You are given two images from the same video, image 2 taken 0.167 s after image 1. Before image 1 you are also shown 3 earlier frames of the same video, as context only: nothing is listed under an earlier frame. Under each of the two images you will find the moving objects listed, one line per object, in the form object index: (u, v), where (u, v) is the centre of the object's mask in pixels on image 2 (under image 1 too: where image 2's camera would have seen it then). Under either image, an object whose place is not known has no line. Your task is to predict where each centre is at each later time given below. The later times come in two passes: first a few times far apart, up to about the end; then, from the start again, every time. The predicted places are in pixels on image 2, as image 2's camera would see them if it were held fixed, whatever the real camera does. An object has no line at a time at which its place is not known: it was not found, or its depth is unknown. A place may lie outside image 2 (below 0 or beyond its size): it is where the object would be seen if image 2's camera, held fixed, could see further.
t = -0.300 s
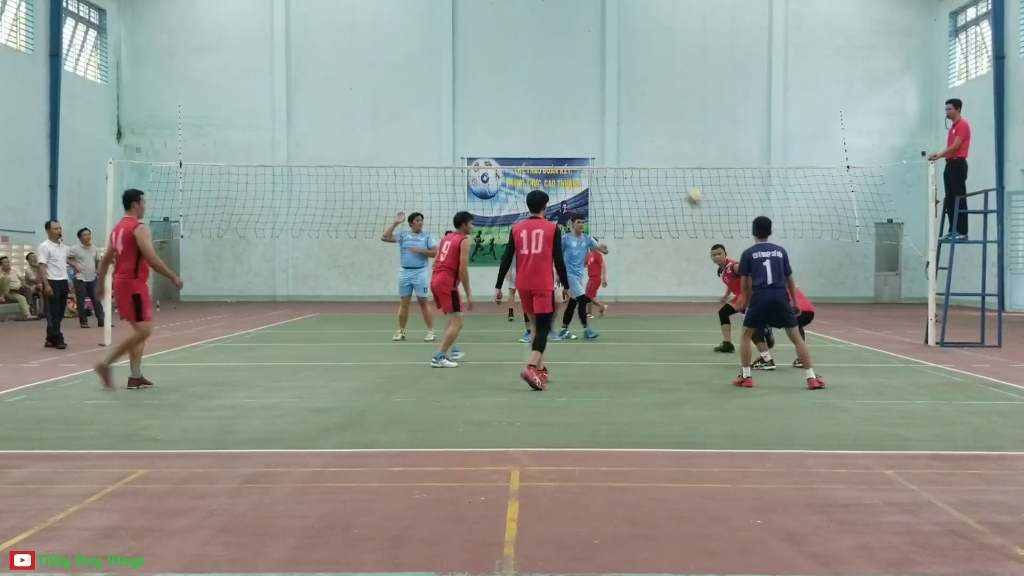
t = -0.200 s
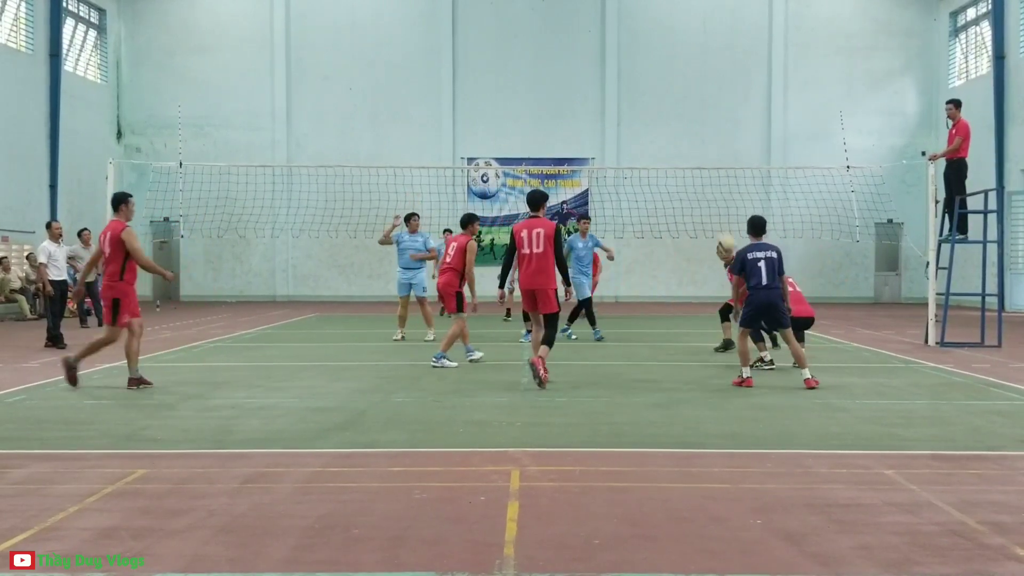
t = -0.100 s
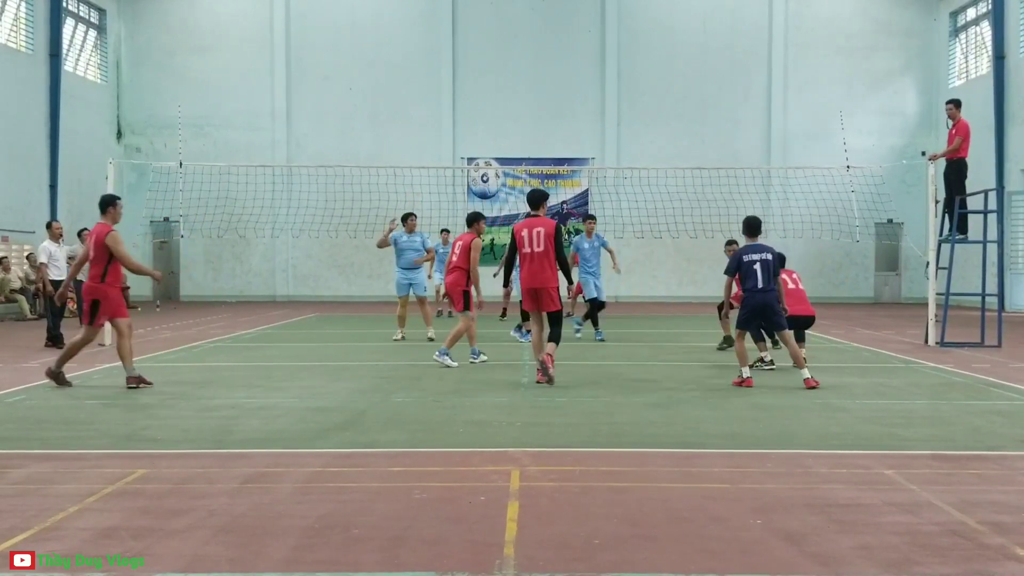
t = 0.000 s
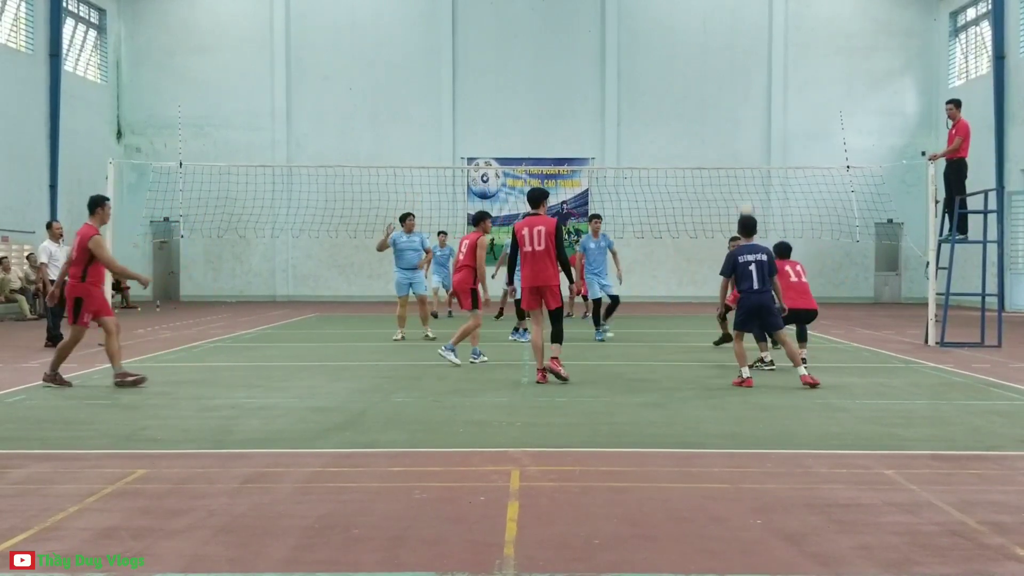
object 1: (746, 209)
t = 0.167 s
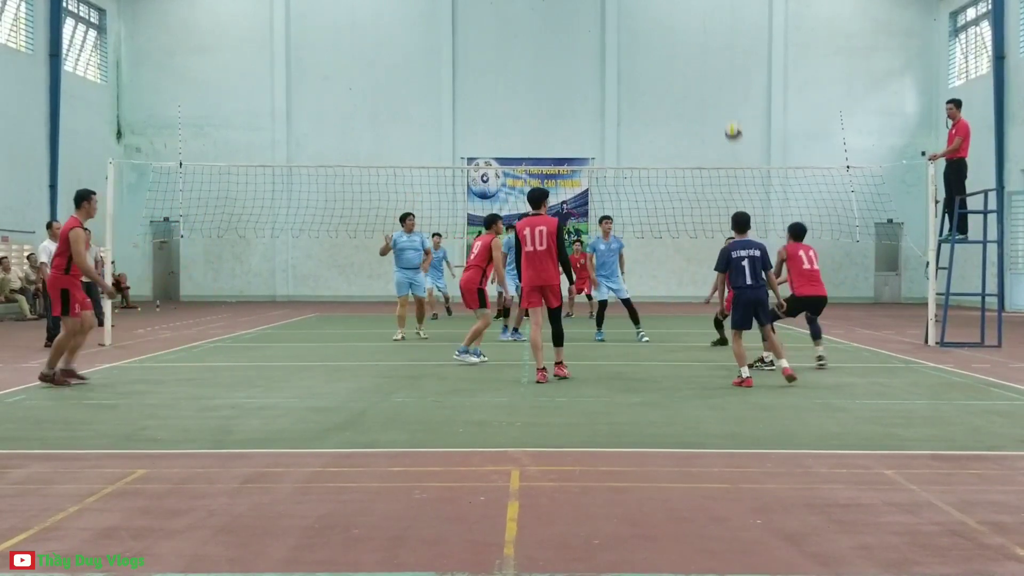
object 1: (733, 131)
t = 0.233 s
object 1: (729, 107)
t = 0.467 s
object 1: (713, 48)
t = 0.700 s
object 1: (696, 37)
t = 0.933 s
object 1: (681, 69)
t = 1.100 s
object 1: (671, 119)
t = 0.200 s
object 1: (731, 119)
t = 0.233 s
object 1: (729, 107)
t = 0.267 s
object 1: (726, 94)
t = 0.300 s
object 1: (724, 84)
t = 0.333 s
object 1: (722, 75)
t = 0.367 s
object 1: (719, 68)
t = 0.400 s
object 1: (717, 60)
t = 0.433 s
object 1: (715, 53)
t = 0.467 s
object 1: (713, 48)
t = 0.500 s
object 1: (710, 44)
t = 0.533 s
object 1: (708, 40)
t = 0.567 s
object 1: (706, 38)
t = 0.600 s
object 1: (703, 36)
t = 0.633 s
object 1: (701, 36)
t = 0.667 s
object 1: (699, 36)
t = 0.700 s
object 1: (696, 37)
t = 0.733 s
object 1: (695, 39)
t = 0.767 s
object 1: (692, 42)
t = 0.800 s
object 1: (690, 46)
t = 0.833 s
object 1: (688, 50)
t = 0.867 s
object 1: (686, 55)
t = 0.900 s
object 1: (684, 62)
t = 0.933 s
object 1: (681, 69)
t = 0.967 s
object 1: (679, 77)
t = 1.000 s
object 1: (677, 86)
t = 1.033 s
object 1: (674, 97)
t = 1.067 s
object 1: (673, 108)
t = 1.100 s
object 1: (671, 119)
